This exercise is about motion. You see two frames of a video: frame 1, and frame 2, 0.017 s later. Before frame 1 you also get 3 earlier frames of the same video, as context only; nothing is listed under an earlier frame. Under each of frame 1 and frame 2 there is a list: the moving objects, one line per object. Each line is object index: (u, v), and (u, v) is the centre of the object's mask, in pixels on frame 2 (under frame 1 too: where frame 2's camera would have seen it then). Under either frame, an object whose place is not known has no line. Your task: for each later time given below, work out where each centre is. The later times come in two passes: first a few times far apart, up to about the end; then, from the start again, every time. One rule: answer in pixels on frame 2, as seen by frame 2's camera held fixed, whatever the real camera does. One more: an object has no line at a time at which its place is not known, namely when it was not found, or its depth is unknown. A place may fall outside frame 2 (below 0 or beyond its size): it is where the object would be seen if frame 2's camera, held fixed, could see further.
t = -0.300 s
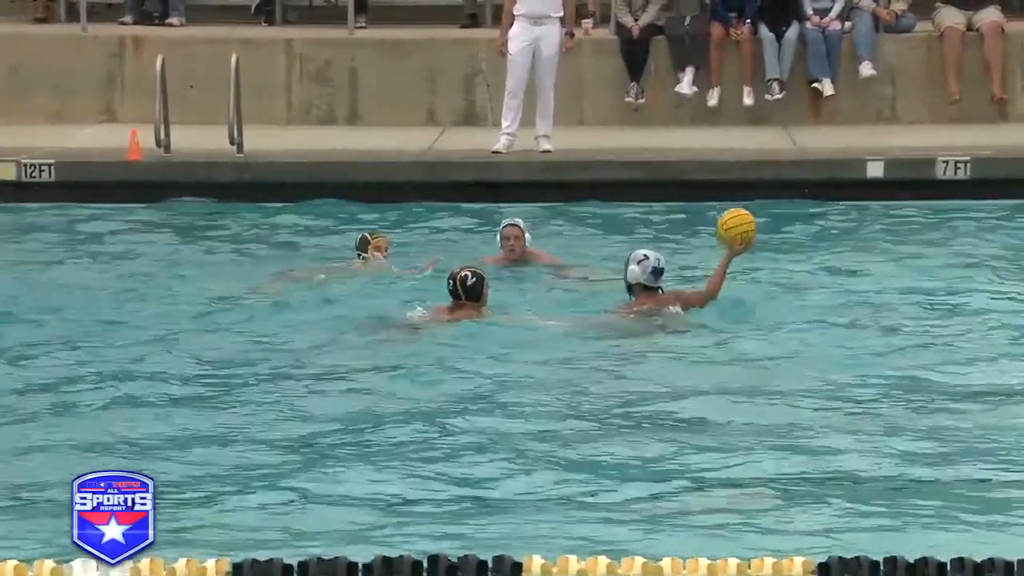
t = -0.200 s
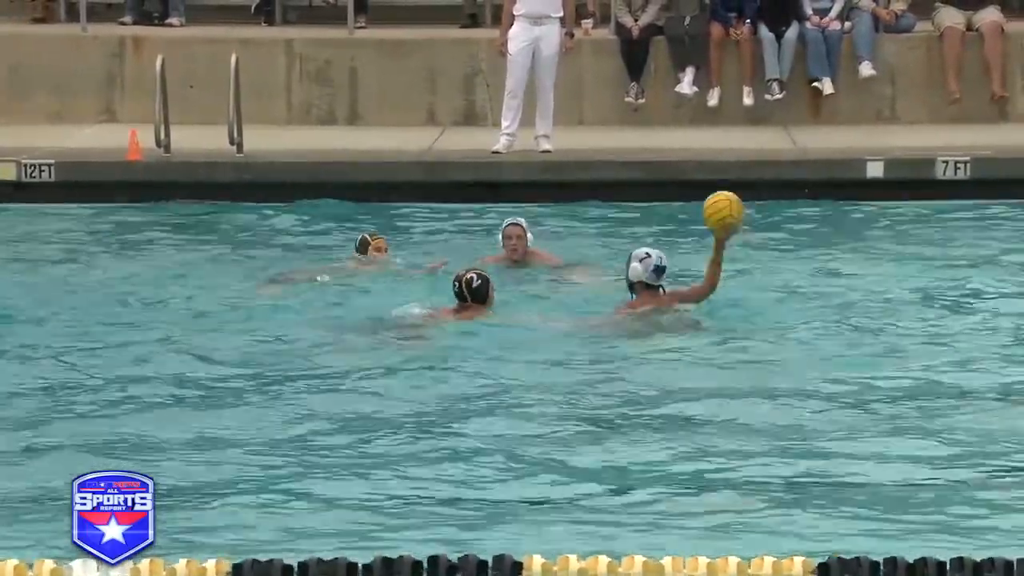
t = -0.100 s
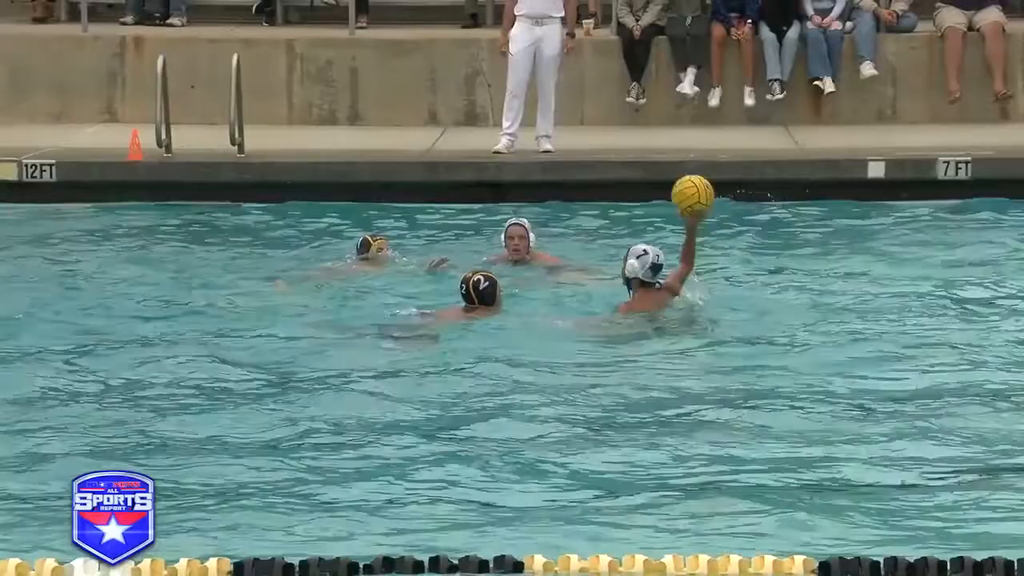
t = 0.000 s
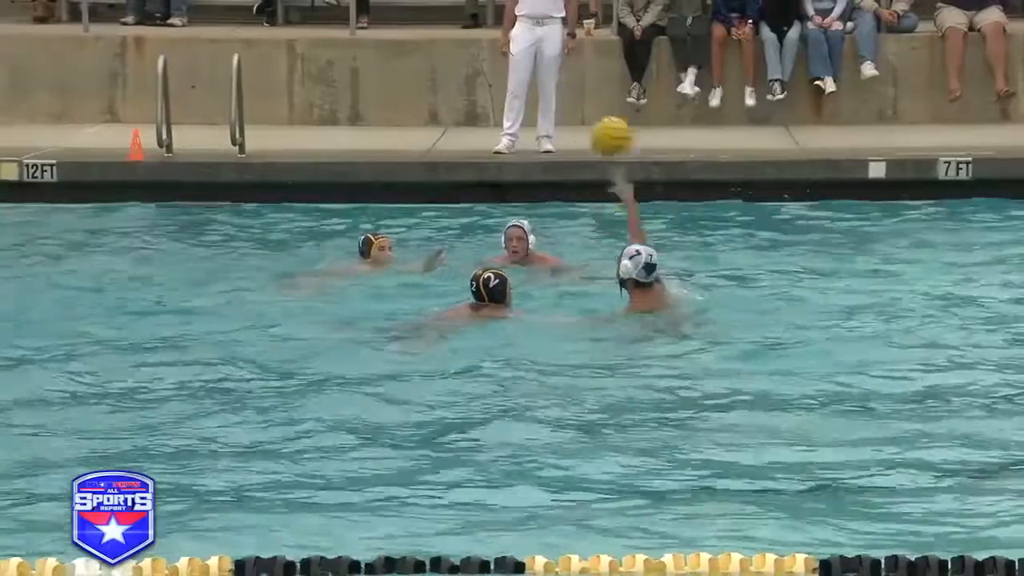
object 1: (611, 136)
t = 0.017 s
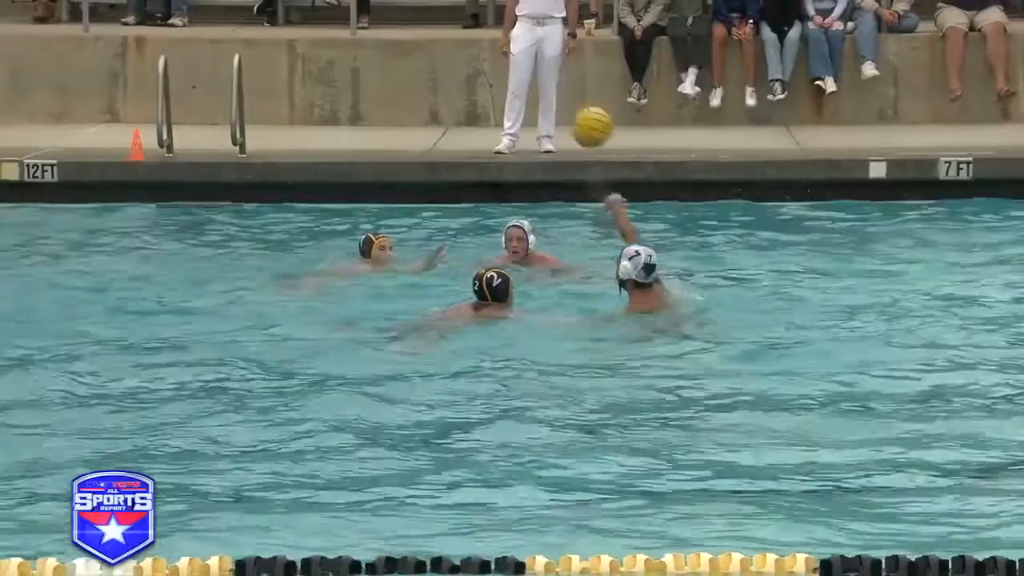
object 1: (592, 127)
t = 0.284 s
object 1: (299, 47)
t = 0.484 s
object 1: (110, 62)
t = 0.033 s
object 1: (571, 118)
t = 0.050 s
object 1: (554, 109)
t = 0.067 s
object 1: (533, 102)
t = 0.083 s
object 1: (516, 95)
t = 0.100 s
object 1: (495, 87)
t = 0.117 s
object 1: (479, 80)
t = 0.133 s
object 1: (461, 73)
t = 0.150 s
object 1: (441, 70)
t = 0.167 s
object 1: (422, 65)
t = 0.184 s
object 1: (405, 61)
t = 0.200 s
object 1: (387, 58)
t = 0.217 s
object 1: (369, 54)
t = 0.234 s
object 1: (353, 52)
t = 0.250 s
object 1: (337, 49)
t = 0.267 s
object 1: (318, 45)
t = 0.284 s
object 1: (299, 47)
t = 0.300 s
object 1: (287, 45)
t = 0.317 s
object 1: (267, 45)
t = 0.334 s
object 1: (251, 45)
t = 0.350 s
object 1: (233, 45)
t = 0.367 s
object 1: (220, 45)
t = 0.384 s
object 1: (203, 48)
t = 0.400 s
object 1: (188, 49)
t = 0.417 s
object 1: (170, 50)
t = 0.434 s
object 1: (155, 53)
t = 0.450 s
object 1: (139, 55)
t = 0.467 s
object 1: (125, 58)
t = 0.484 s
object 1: (110, 62)
